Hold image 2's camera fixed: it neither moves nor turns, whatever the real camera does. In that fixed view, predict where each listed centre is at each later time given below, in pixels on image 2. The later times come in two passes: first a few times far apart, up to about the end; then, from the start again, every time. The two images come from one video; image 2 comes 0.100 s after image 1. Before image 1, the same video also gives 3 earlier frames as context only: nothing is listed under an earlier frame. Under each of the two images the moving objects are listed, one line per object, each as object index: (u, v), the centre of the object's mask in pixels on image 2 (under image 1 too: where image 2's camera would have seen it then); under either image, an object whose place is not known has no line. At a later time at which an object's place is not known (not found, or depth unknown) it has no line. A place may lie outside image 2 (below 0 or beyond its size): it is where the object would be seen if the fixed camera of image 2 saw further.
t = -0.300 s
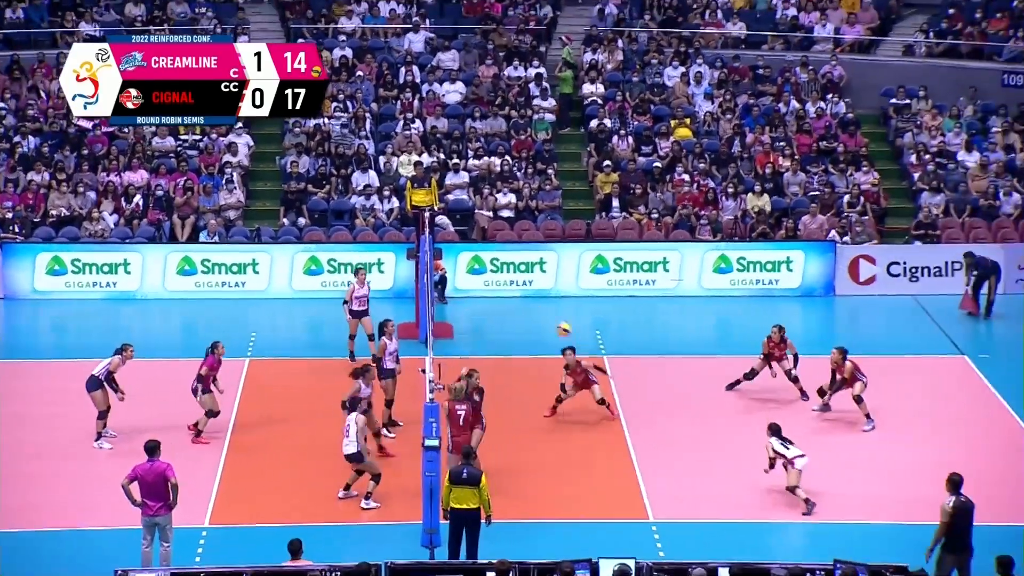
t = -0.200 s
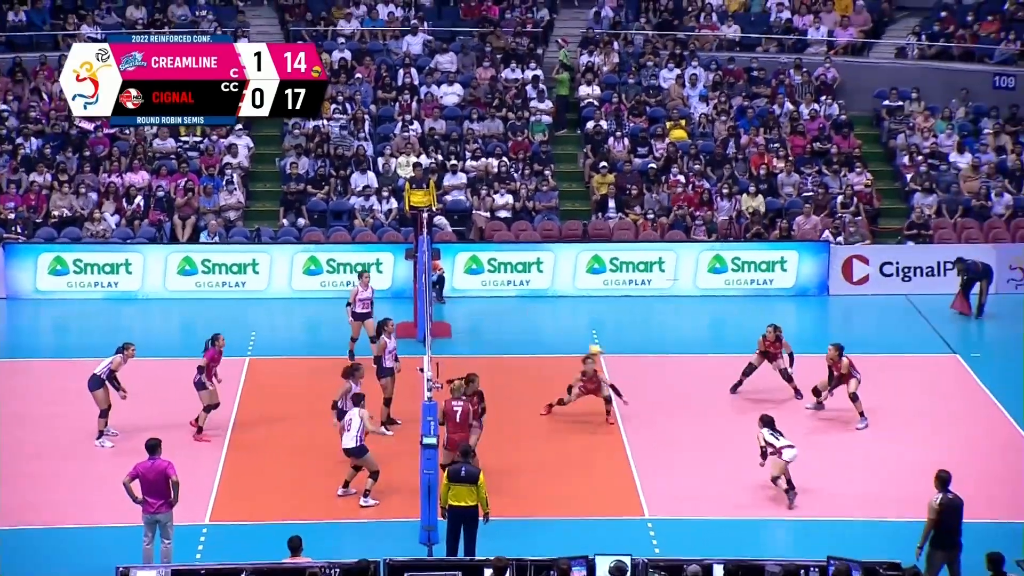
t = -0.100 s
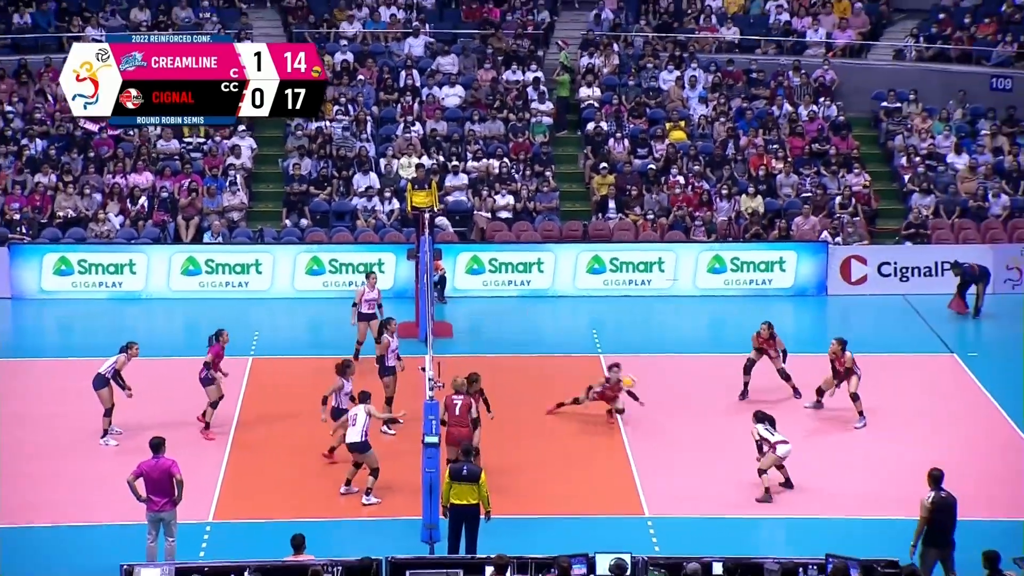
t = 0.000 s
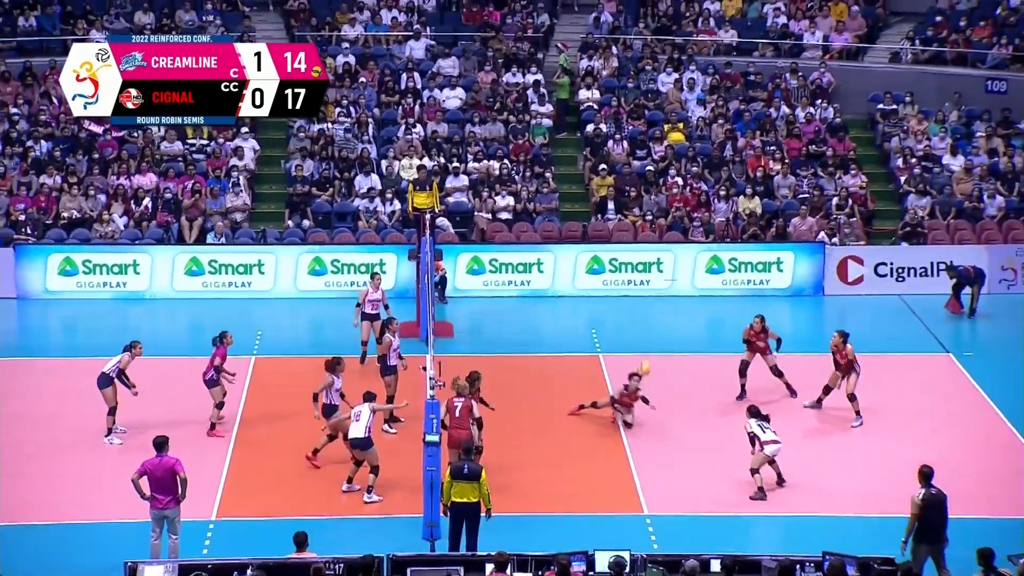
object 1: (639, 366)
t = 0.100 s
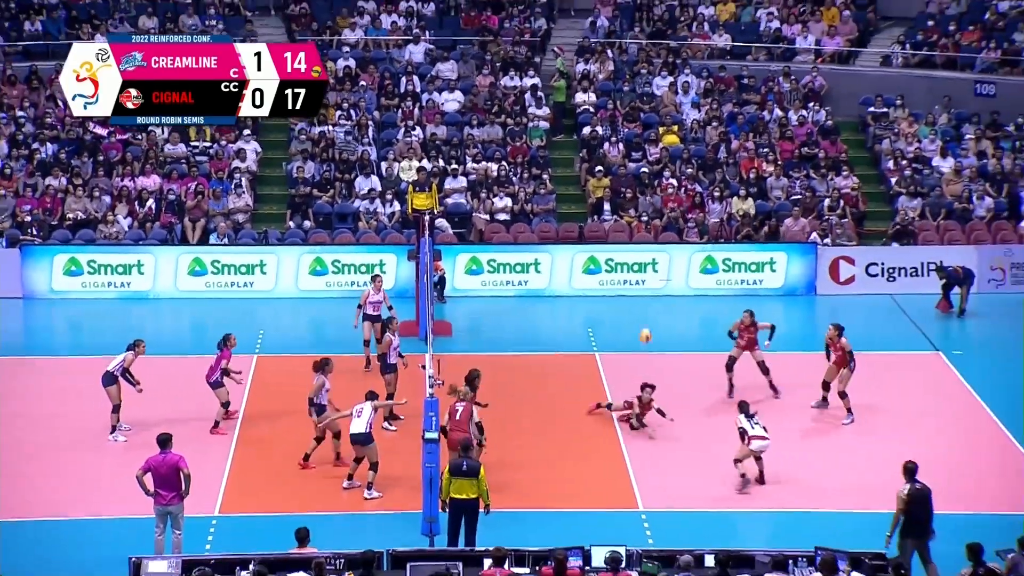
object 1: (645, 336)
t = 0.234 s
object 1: (653, 304)
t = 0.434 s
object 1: (664, 278)
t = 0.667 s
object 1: (676, 277)
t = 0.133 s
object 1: (647, 327)
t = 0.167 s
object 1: (649, 319)
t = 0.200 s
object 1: (651, 311)
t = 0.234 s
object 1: (653, 304)
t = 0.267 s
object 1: (655, 299)
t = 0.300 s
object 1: (657, 293)
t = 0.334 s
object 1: (659, 288)
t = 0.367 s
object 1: (661, 284)
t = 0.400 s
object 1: (662, 280)
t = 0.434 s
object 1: (664, 278)
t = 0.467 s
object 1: (666, 276)
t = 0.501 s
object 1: (668, 275)
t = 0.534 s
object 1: (670, 274)
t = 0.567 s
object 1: (671, 274)
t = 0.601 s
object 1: (673, 274)
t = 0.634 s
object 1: (675, 275)
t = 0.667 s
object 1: (676, 277)
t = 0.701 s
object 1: (679, 280)
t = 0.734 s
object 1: (680, 283)
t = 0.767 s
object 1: (682, 287)
